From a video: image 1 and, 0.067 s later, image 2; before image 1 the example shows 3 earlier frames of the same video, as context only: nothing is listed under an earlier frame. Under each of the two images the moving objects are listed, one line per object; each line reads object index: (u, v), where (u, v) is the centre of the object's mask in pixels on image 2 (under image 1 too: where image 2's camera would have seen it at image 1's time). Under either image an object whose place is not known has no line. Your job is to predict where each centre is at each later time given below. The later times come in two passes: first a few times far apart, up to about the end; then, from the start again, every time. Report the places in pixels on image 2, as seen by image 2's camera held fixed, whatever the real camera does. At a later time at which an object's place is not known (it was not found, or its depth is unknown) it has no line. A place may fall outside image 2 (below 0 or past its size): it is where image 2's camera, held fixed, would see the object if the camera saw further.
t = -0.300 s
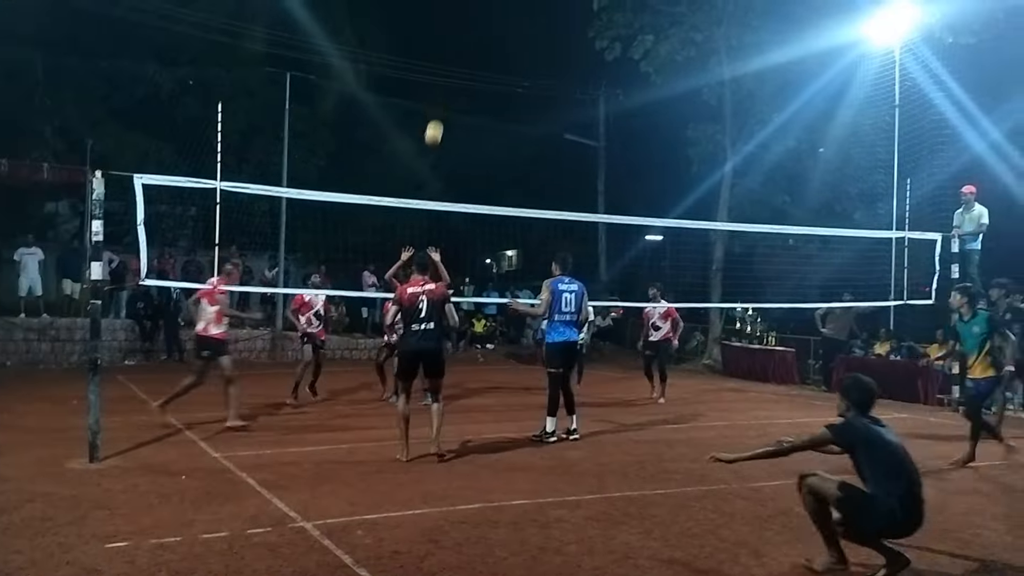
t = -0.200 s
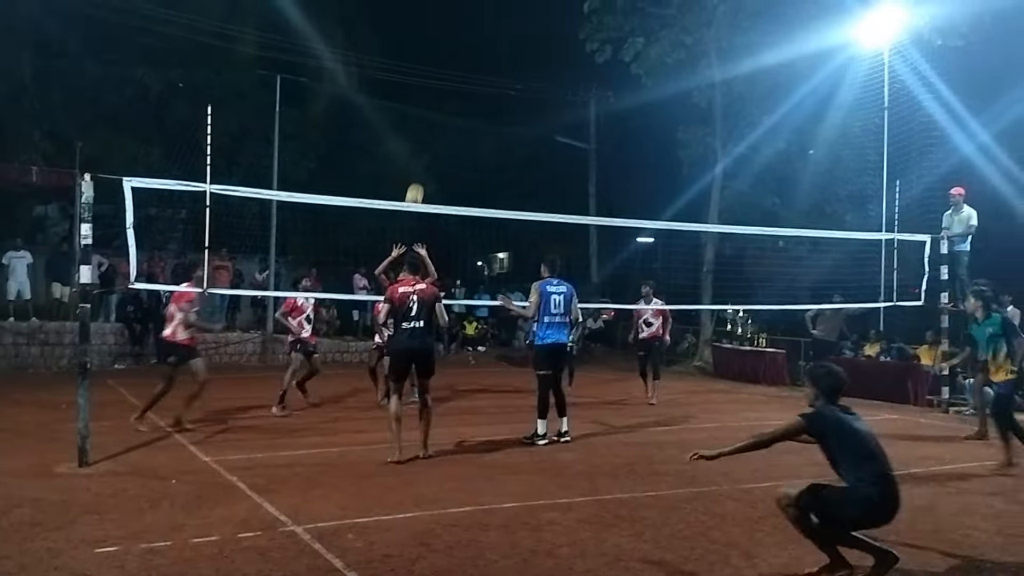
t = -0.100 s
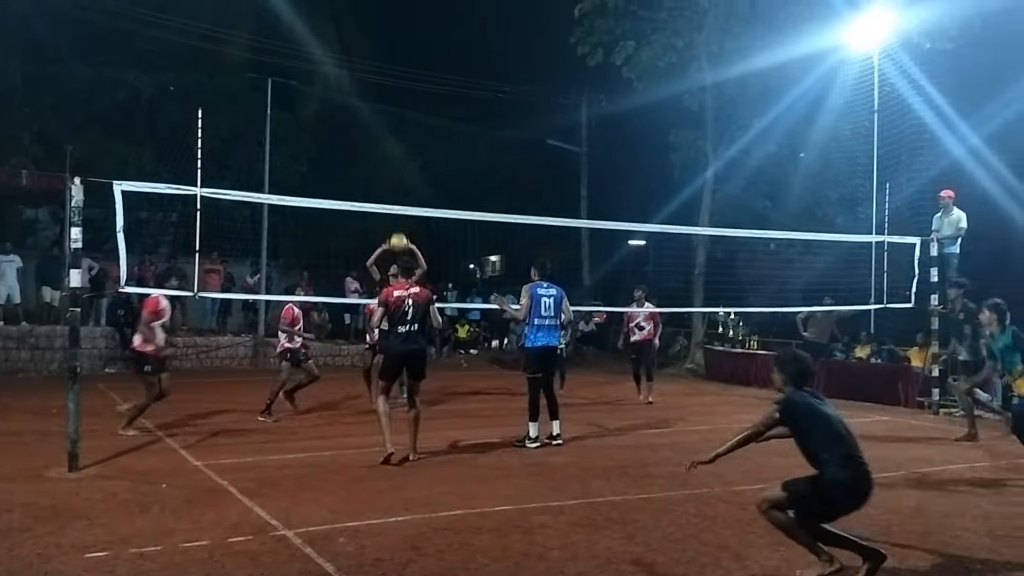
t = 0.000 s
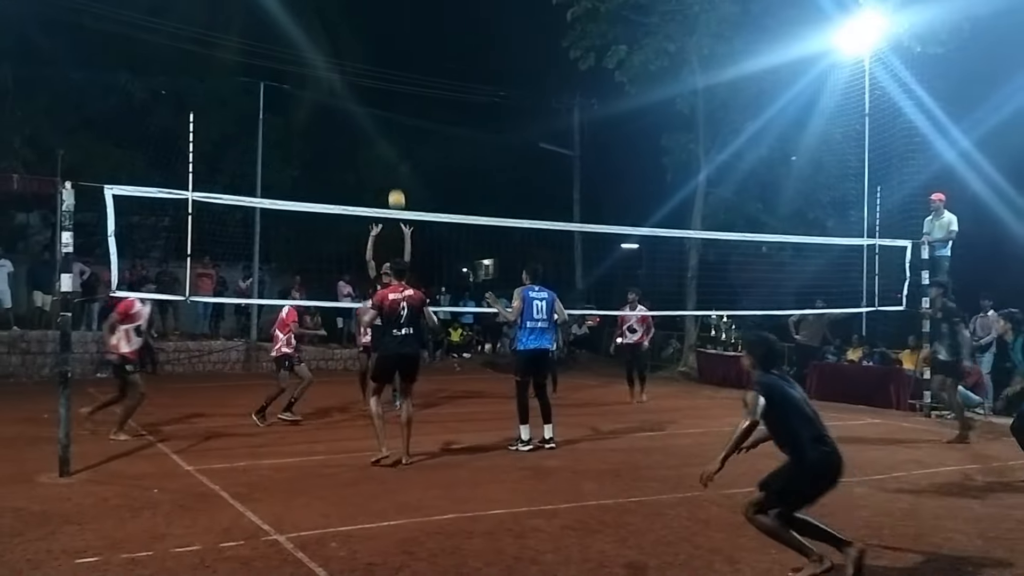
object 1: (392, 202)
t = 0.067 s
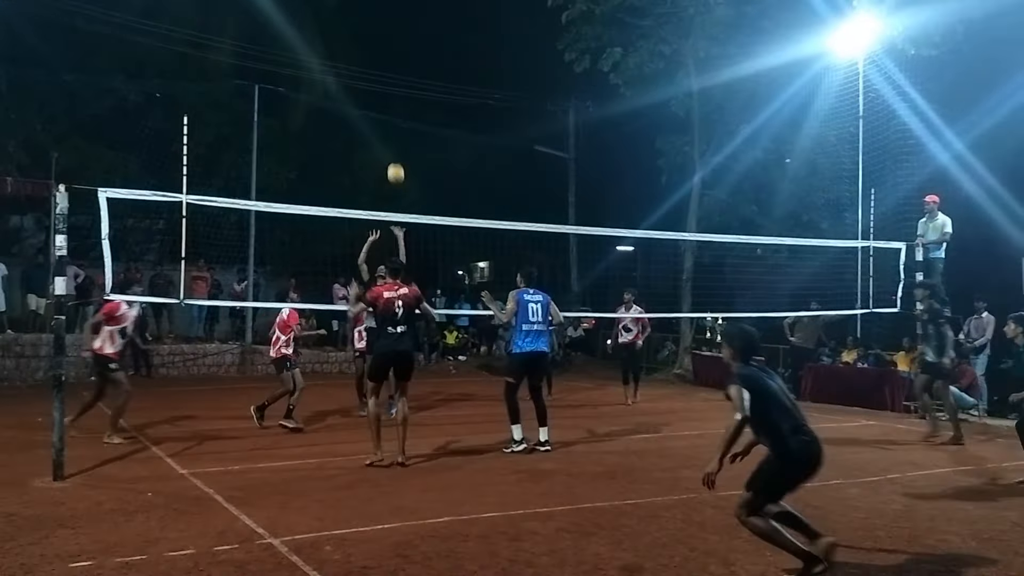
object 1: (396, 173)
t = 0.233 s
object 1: (405, 117)
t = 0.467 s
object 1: (419, 73)
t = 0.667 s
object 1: (431, 67)
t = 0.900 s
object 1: (446, 101)
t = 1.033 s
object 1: (454, 139)
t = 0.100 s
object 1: (398, 160)
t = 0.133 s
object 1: (399, 148)
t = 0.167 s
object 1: (401, 137)
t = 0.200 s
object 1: (404, 127)
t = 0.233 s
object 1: (405, 117)
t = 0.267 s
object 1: (407, 108)
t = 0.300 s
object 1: (409, 100)
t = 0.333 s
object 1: (411, 93)
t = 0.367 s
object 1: (413, 87)
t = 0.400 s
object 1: (415, 81)
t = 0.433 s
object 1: (417, 77)
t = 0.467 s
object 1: (419, 73)
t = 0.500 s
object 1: (421, 70)
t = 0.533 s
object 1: (423, 68)
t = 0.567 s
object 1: (425, 66)
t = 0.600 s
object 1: (427, 66)
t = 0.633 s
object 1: (429, 66)
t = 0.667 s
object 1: (431, 67)
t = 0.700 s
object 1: (433, 69)
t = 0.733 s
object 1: (435, 72)
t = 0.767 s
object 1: (437, 76)
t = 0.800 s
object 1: (439, 81)
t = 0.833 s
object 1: (441, 86)
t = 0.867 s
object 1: (444, 93)
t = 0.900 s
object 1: (446, 101)
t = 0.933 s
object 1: (448, 109)
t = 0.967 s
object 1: (450, 118)
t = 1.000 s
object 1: (452, 128)
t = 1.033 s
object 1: (454, 139)
